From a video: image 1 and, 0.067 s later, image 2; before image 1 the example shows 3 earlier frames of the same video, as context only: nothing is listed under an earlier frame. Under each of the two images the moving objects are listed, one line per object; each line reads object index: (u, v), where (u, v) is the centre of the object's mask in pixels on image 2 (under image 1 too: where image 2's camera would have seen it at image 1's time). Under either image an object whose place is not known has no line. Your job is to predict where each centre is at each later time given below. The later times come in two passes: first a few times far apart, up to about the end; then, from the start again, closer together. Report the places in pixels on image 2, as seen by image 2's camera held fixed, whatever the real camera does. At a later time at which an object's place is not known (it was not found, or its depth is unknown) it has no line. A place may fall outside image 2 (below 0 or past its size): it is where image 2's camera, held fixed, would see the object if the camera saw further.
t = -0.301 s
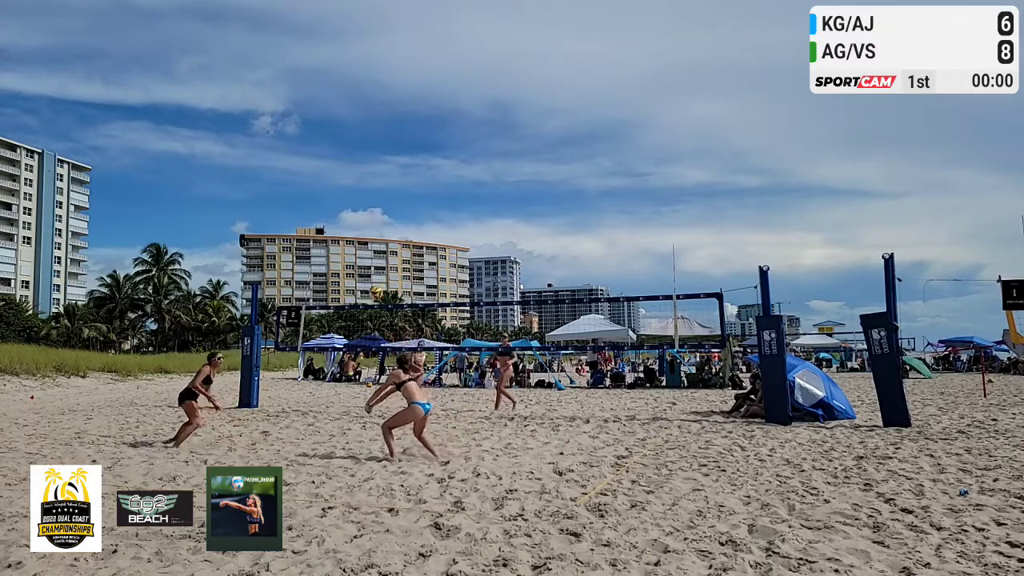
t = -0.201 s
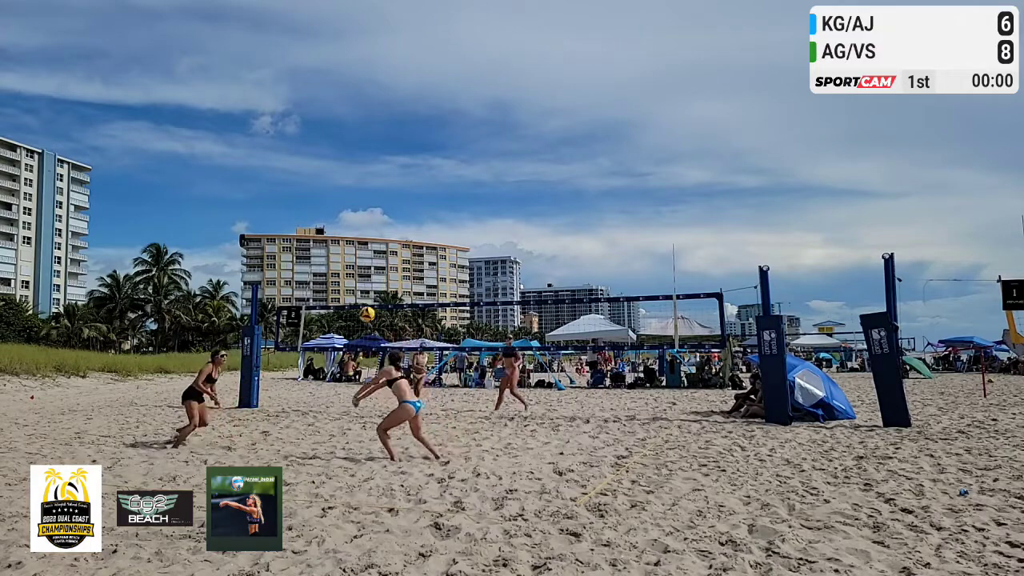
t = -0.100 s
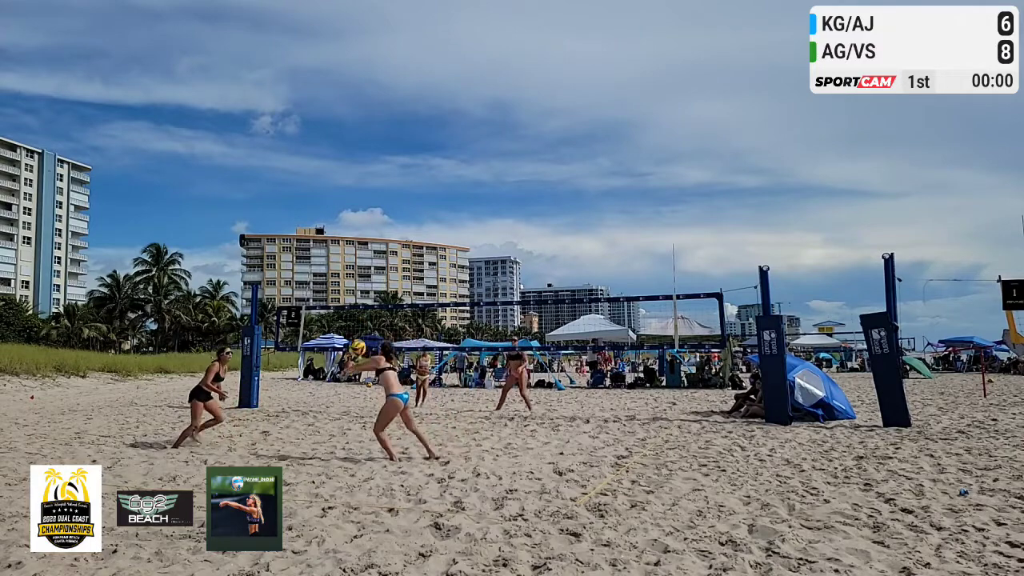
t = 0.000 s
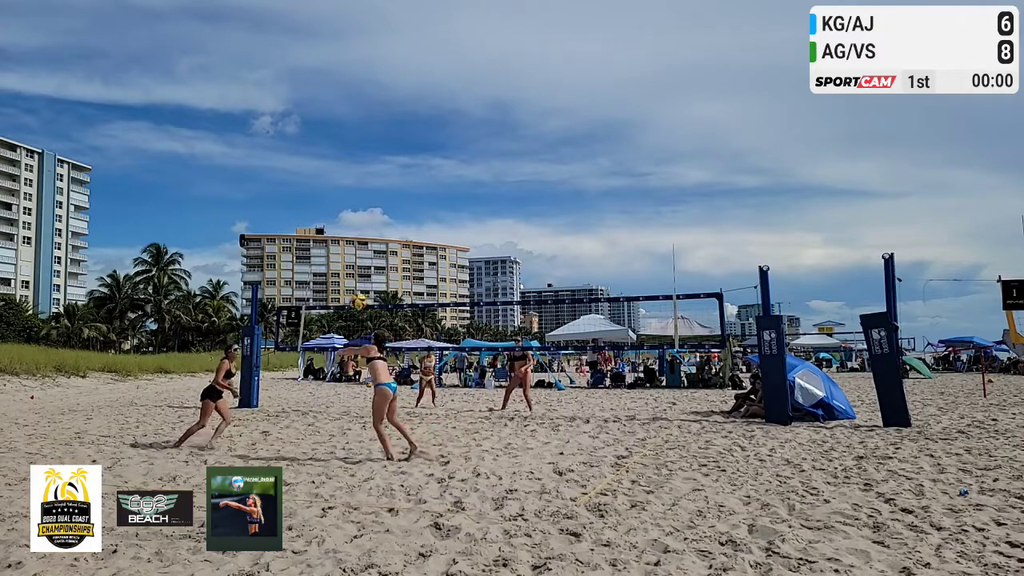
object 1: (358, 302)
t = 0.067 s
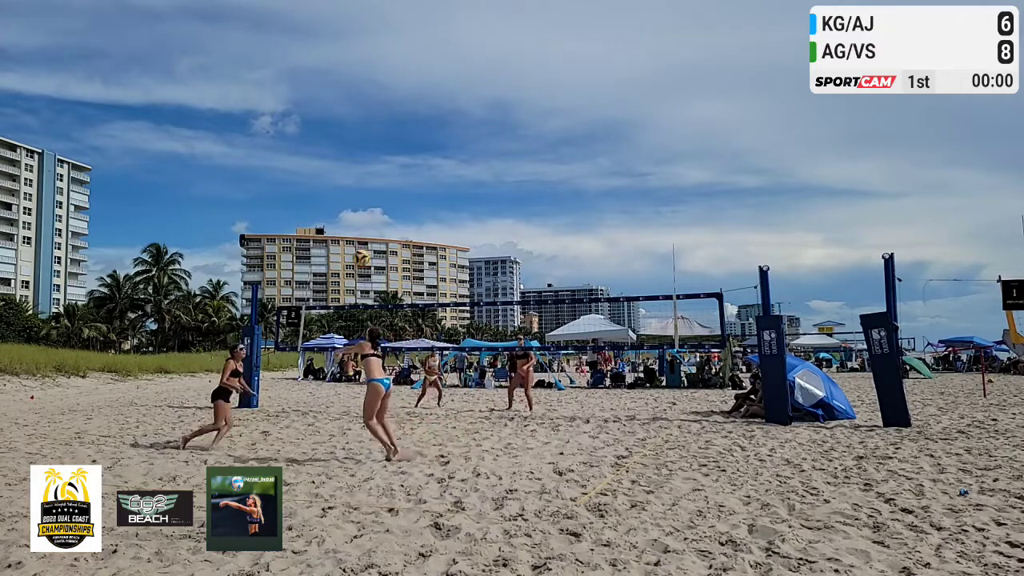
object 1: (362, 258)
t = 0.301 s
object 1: (371, 140)
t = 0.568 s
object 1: (382, 64)
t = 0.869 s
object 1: (393, 40)
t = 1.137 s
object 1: (403, 68)
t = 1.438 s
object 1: (415, 147)
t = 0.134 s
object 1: (364, 219)
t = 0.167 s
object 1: (365, 201)
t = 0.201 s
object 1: (367, 184)
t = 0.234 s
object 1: (368, 168)
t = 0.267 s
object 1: (370, 155)
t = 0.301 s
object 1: (371, 140)
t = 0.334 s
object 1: (373, 128)
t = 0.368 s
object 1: (374, 116)
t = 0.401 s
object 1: (375, 105)
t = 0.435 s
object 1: (376, 95)
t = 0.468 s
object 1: (377, 86)
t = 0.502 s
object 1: (379, 78)
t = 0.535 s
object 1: (380, 71)
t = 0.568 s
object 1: (382, 64)
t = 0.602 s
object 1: (383, 59)
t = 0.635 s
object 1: (384, 53)
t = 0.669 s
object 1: (385, 49)
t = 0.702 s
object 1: (387, 46)
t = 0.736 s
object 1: (388, 43)
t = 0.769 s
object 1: (389, 42)
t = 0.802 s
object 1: (391, 41)
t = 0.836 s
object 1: (392, 40)
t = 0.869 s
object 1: (393, 40)
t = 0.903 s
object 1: (395, 41)
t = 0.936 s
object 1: (396, 43)
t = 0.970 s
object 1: (397, 46)
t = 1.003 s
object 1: (398, 49)
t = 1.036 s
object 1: (400, 52)
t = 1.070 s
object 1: (401, 57)
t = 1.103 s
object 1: (402, 62)
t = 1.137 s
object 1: (403, 68)
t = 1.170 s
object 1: (405, 74)
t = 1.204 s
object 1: (405, 81)
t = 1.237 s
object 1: (407, 89)
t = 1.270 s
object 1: (408, 97)
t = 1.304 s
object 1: (409, 107)
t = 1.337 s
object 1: (411, 115)
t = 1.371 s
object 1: (412, 126)
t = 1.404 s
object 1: (413, 136)
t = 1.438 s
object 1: (415, 147)
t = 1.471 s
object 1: (415, 159)
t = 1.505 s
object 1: (416, 172)
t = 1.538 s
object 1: (417, 185)
